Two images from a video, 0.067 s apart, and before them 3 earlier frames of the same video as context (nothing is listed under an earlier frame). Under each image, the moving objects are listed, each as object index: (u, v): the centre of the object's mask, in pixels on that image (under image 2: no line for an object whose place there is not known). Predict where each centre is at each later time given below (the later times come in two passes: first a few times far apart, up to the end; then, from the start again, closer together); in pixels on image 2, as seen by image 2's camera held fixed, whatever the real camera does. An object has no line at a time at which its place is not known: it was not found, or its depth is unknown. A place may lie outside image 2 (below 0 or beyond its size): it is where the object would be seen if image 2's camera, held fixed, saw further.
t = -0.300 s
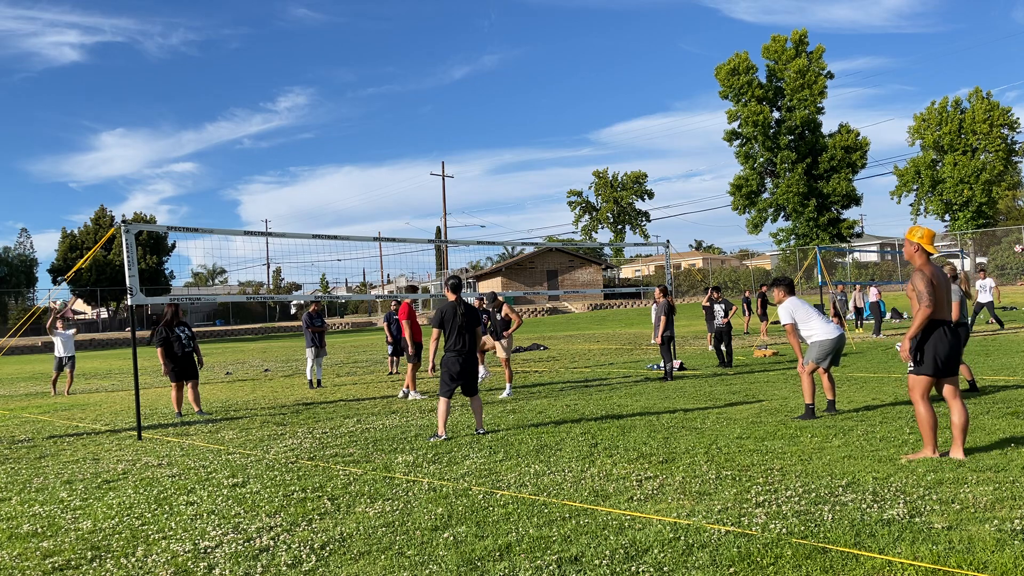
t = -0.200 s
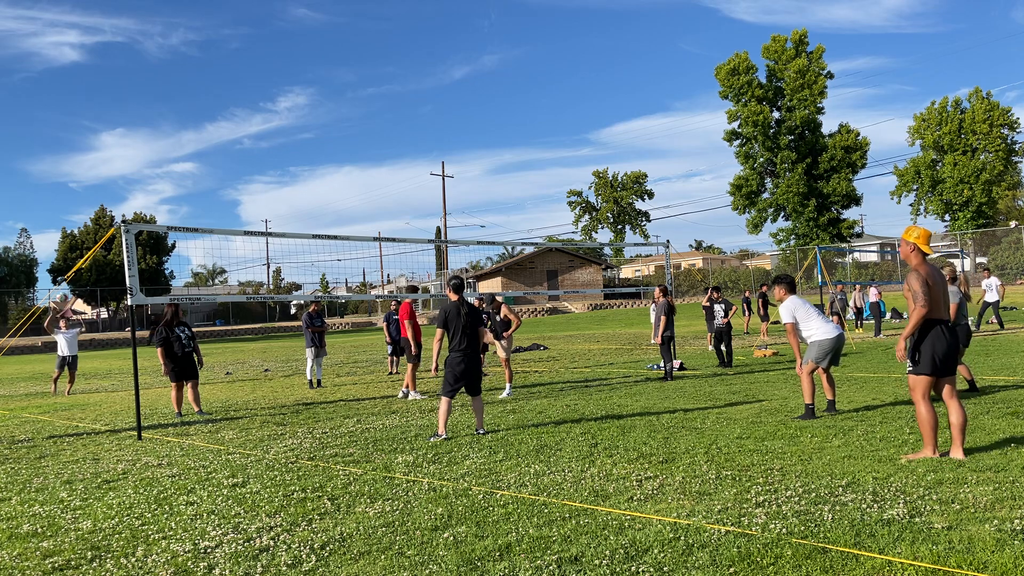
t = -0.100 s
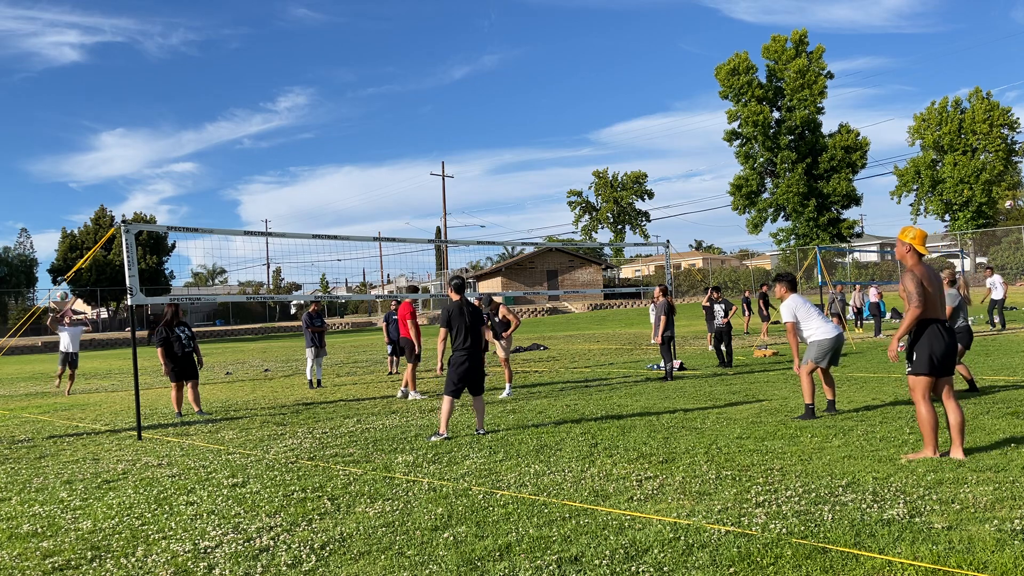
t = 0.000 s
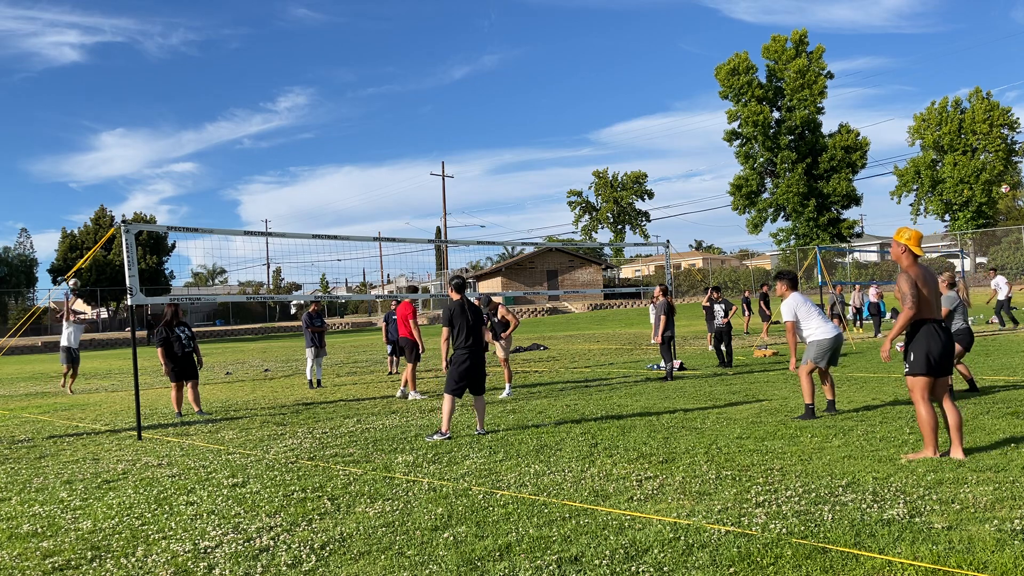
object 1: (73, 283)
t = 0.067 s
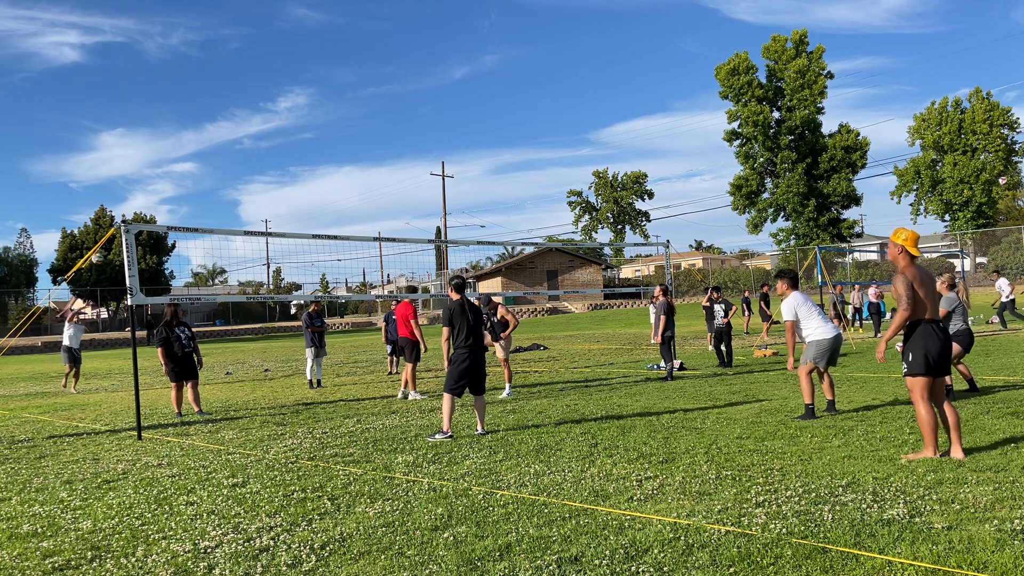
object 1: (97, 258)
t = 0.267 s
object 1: (168, 195)
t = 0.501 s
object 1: (253, 144)
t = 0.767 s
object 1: (356, 118)
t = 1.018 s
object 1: (460, 131)
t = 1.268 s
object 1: (572, 182)
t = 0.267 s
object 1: (168, 195)
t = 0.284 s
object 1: (174, 190)
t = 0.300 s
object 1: (180, 186)
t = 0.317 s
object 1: (186, 182)
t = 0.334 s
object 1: (192, 178)
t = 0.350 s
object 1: (198, 174)
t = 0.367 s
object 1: (204, 170)
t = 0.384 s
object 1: (210, 167)
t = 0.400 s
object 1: (216, 163)
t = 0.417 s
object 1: (222, 159)
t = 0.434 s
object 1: (228, 156)
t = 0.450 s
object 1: (235, 153)
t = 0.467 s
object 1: (241, 150)
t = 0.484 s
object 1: (247, 147)
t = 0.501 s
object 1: (253, 144)
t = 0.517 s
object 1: (259, 141)
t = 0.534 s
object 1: (266, 138)
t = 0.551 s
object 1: (272, 136)
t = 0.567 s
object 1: (278, 134)
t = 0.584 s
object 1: (285, 132)
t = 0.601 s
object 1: (291, 130)
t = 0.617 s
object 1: (298, 128)
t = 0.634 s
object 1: (304, 126)
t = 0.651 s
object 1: (310, 125)
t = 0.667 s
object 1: (317, 123)
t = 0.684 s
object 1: (323, 122)
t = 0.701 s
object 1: (330, 121)
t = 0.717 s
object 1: (337, 120)
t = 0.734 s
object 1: (343, 119)
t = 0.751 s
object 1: (350, 119)
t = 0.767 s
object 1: (356, 118)
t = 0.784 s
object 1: (363, 118)
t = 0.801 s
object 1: (370, 118)
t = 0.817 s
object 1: (377, 118)
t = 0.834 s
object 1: (383, 118)
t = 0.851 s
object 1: (390, 119)
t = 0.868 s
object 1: (397, 119)
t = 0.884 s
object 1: (404, 120)
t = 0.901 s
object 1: (411, 121)
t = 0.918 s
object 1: (418, 122)
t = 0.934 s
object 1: (425, 123)
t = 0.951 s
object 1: (431, 124)
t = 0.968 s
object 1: (438, 126)
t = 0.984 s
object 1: (446, 127)
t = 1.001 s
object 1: (453, 129)
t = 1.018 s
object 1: (460, 131)
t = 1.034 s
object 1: (467, 133)
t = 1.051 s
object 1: (474, 135)
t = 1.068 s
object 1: (481, 138)
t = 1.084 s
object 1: (489, 141)
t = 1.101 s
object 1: (496, 143)
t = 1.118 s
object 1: (504, 146)
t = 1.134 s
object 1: (511, 149)
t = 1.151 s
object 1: (519, 153)
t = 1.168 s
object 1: (526, 156)
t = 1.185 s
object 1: (534, 160)
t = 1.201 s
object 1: (541, 164)
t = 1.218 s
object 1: (549, 168)
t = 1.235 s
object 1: (557, 173)
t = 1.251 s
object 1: (564, 177)
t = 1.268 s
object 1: (572, 182)
